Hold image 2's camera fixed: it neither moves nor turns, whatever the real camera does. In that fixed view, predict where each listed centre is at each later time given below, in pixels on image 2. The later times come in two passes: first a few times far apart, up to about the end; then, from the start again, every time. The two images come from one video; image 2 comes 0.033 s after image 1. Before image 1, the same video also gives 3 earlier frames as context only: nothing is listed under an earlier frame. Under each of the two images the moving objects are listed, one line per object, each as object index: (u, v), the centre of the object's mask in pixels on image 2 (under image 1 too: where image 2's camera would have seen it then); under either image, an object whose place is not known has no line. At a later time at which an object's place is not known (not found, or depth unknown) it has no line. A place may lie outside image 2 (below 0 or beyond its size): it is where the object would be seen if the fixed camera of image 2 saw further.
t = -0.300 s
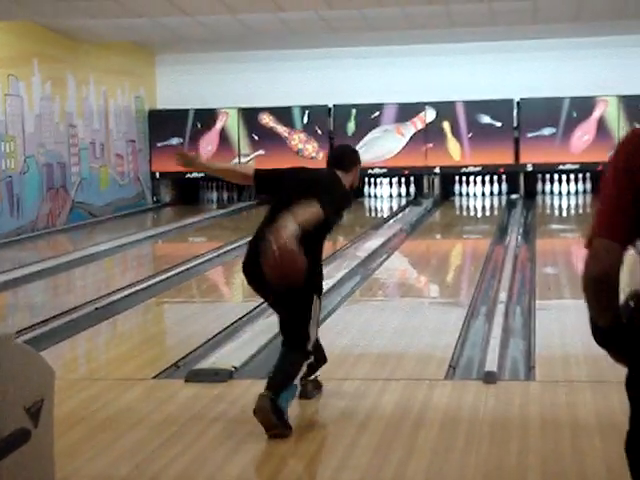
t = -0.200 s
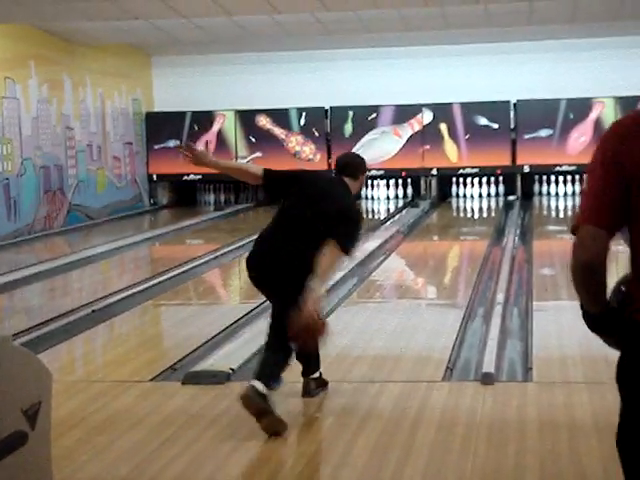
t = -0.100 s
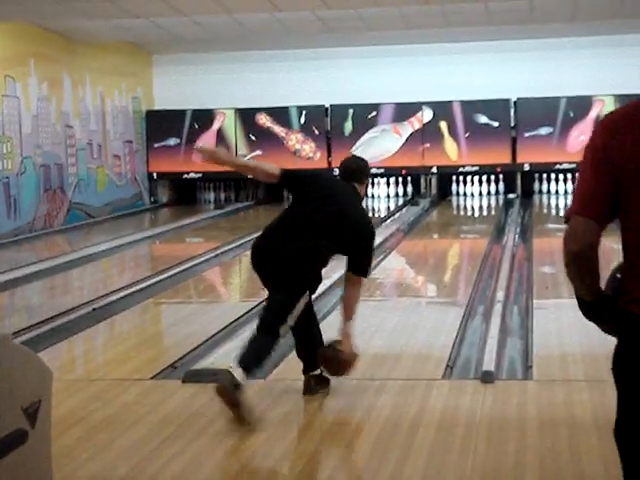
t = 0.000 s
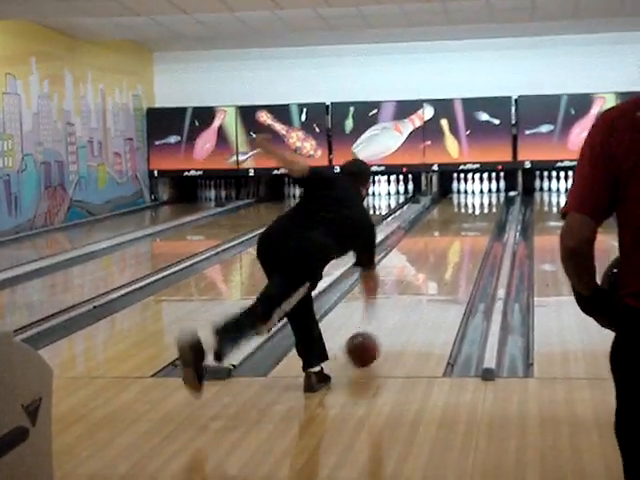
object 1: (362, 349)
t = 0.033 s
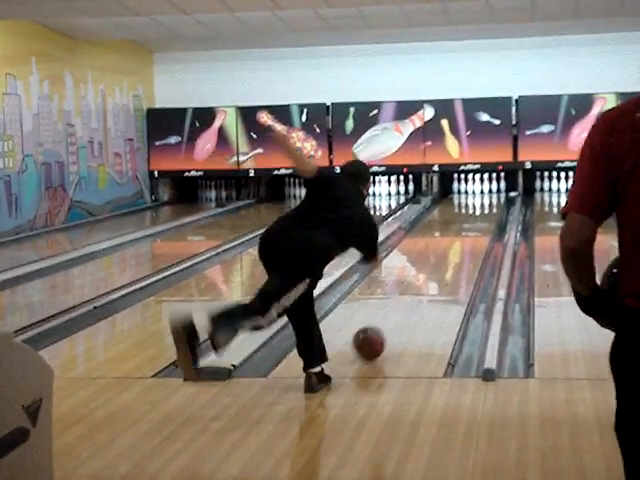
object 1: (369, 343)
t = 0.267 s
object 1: (403, 304)
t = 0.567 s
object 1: (432, 271)
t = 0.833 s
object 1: (451, 249)
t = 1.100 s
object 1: (463, 233)
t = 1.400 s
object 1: (474, 220)
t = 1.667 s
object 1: (480, 210)
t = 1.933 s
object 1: (483, 195)
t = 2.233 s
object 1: (485, 195)
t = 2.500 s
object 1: (480, 191)
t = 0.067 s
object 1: (374, 336)
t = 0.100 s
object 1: (380, 330)
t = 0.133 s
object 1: (385, 324)
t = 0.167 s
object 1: (390, 319)
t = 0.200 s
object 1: (395, 314)
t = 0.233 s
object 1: (399, 309)
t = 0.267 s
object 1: (403, 304)
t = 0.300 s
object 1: (407, 300)
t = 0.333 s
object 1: (411, 295)
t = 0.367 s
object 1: (414, 291)
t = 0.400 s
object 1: (418, 288)
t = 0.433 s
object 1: (421, 284)
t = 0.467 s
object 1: (424, 280)
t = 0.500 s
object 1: (427, 277)
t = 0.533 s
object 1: (430, 274)
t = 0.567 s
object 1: (432, 271)
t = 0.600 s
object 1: (435, 268)
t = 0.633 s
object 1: (438, 265)
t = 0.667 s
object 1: (440, 262)
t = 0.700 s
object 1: (442, 259)
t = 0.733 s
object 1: (444, 256)
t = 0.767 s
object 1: (447, 254)
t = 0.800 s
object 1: (449, 251)
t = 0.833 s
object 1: (451, 249)
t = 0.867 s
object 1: (453, 247)
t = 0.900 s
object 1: (454, 245)
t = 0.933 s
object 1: (456, 243)
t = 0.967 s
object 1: (458, 240)
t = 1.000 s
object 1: (459, 239)
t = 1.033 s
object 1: (461, 236)
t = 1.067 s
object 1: (462, 234)
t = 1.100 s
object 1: (463, 233)
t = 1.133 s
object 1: (465, 231)
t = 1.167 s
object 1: (466, 230)
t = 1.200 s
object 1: (467, 229)
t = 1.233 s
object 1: (468, 227)
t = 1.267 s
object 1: (470, 225)
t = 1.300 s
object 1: (472, 224)
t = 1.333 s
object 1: (472, 224)
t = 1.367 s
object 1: (474, 221)
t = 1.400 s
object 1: (474, 220)
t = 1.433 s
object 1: (475, 218)
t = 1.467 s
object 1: (476, 217)
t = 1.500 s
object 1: (477, 216)
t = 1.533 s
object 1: (478, 214)
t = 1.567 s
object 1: (479, 213)
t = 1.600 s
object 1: (479, 212)
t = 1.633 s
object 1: (480, 211)
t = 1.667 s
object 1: (480, 210)
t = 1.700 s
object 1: (480, 209)
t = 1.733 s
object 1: (481, 207)
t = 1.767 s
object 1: (481, 200)
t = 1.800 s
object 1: (481, 198)
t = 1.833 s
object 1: (482, 197)
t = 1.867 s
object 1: (482, 197)
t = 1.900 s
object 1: (483, 196)
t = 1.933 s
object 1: (483, 195)
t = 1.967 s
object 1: (485, 201)
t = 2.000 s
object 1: (485, 201)
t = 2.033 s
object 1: (485, 200)
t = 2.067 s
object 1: (486, 199)
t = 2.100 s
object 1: (485, 199)
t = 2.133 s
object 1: (485, 197)
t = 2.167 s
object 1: (485, 197)
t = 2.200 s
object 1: (485, 197)
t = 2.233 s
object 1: (485, 195)
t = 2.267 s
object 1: (485, 195)
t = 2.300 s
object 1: (484, 194)
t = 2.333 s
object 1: (483, 193)
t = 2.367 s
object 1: (482, 192)
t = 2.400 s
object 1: (482, 192)
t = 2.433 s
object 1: (481, 192)
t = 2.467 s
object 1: (480, 191)
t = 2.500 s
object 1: (480, 191)
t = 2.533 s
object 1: (481, 190)
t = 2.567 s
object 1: (480, 190)
